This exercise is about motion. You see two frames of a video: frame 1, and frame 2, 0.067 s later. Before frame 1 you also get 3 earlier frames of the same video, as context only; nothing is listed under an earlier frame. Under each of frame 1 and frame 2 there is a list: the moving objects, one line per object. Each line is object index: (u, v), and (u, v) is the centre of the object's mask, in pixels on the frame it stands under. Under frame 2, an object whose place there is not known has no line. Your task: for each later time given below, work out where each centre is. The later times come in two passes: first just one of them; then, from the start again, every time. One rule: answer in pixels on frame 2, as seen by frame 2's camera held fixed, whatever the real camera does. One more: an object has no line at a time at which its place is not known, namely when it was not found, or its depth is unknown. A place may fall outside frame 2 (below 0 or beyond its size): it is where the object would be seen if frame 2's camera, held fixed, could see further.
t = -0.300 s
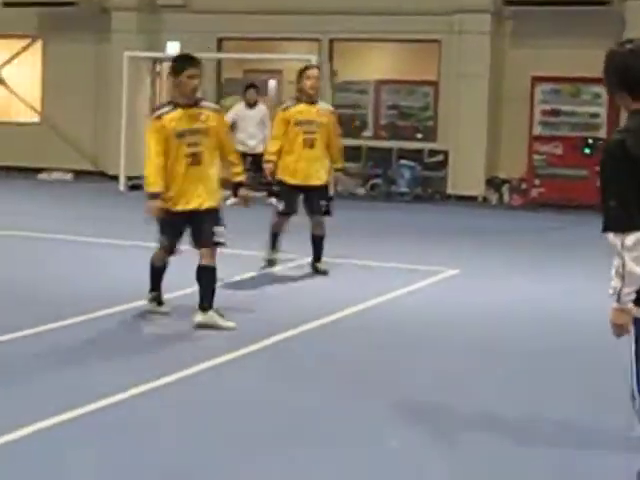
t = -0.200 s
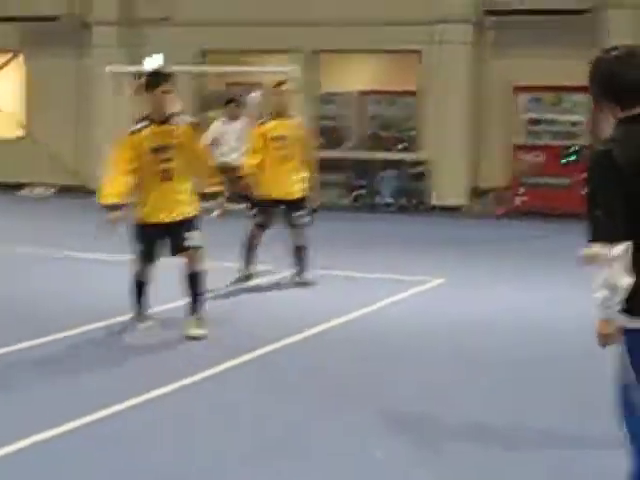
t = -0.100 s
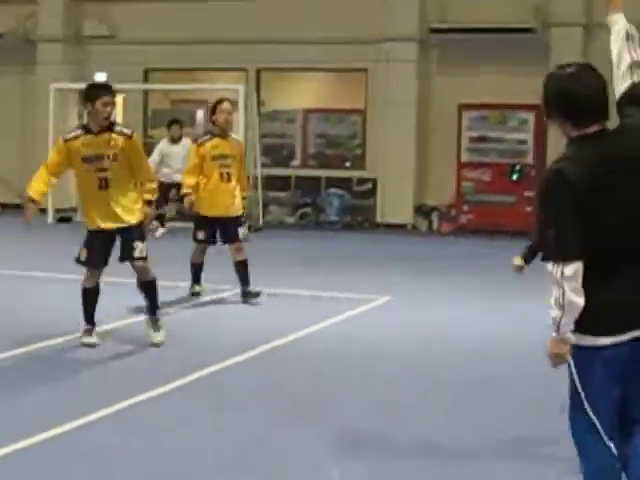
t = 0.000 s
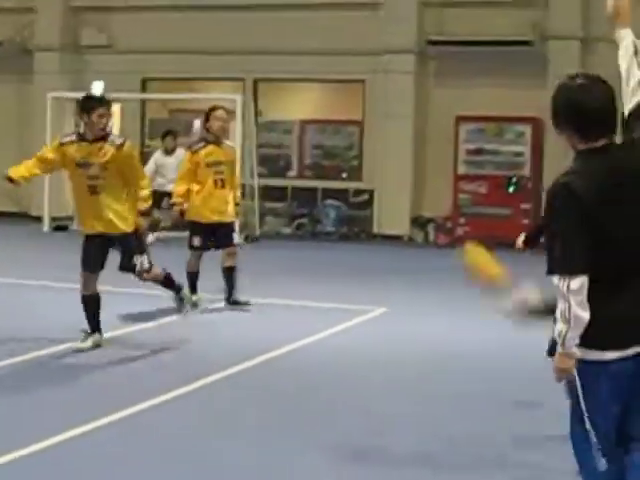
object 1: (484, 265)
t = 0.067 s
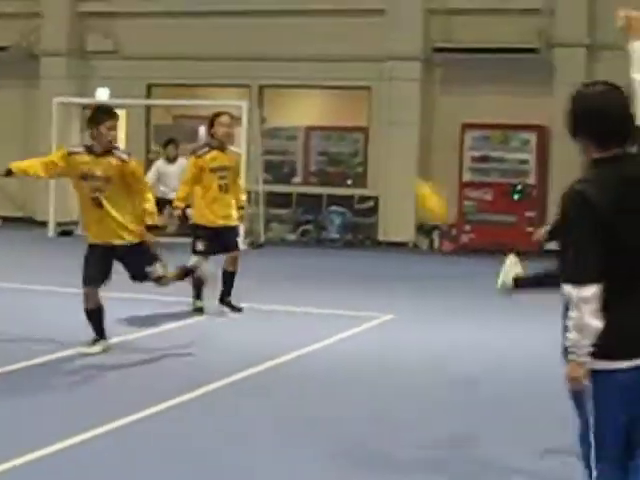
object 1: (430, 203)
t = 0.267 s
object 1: (299, 82)
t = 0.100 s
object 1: (403, 172)
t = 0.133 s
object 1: (378, 147)
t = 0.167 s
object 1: (357, 127)
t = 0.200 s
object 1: (336, 108)
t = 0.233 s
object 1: (318, 94)
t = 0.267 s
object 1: (299, 82)
